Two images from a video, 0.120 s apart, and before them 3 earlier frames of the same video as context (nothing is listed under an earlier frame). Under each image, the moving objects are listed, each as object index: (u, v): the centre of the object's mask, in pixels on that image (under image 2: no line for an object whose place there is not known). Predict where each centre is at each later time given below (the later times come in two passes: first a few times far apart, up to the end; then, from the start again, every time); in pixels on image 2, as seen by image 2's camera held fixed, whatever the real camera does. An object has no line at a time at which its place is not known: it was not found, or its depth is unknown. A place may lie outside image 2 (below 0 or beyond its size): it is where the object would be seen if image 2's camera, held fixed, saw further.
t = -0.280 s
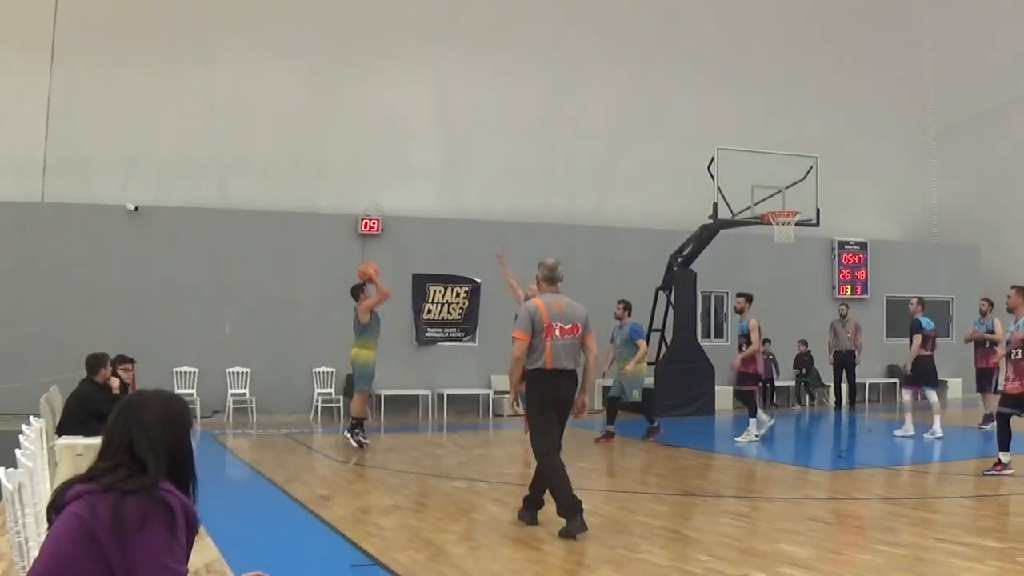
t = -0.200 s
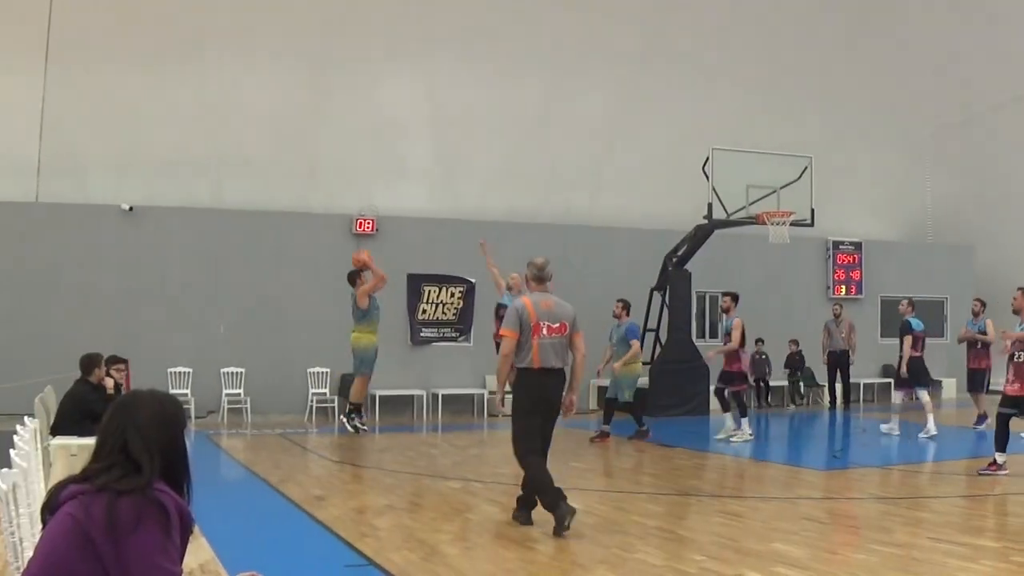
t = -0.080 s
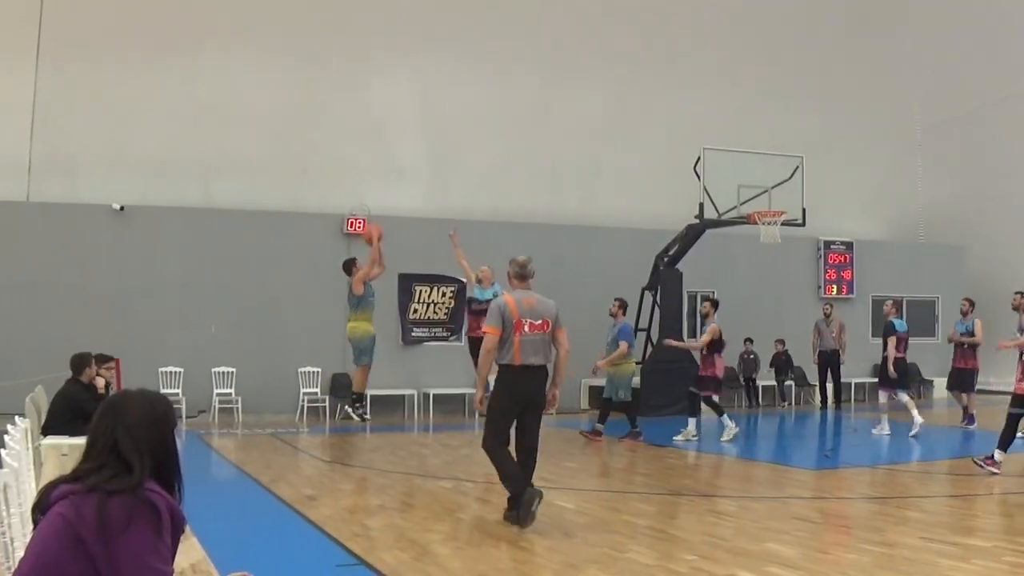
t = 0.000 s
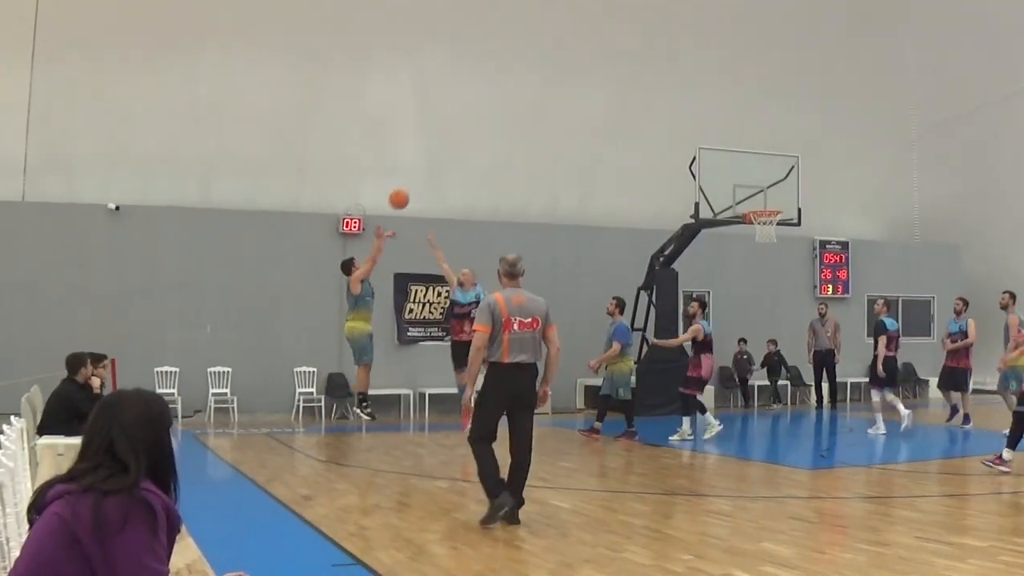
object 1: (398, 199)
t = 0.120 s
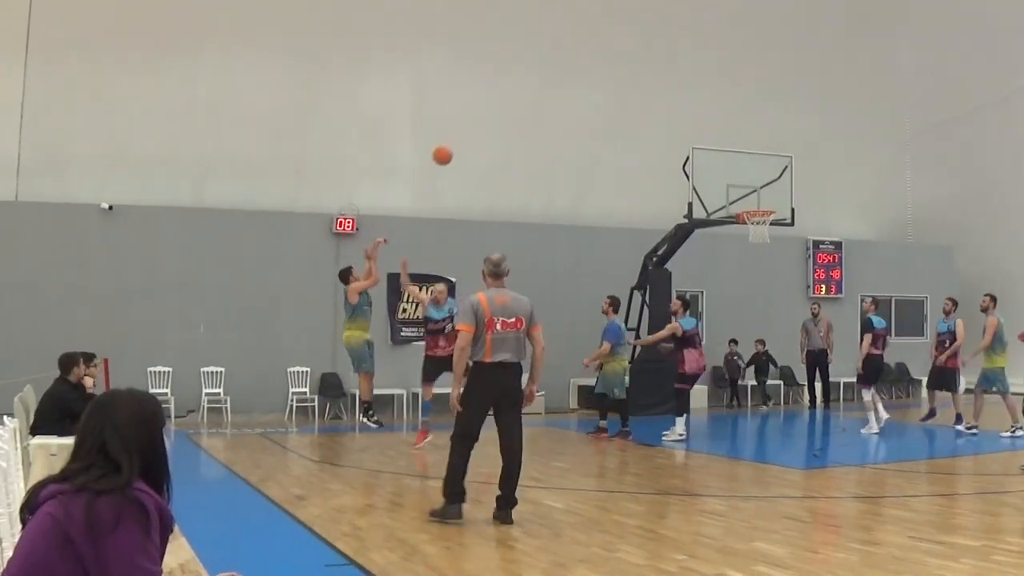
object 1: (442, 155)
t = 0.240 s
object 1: (489, 125)
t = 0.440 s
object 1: (560, 101)
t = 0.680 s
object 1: (638, 112)
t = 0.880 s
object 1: (699, 152)
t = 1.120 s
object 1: (763, 221)
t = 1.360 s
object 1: (783, 240)
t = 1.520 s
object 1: (796, 275)
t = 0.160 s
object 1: (458, 144)
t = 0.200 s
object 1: (473, 133)
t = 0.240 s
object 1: (489, 125)
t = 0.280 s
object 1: (504, 118)
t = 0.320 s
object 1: (519, 111)
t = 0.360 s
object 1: (533, 107)
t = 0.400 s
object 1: (546, 103)
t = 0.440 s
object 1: (560, 101)
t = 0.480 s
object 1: (574, 100)
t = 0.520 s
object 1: (587, 100)
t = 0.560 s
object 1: (600, 101)
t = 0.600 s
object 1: (612, 104)
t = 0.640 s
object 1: (625, 108)
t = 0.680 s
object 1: (638, 112)
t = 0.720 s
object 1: (650, 118)
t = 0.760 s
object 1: (662, 125)
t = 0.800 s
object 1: (674, 133)
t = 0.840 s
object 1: (686, 142)
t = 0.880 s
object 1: (699, 152)
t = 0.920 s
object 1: (710, 162)
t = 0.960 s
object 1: (722, 174)
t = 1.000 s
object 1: (733, 186)
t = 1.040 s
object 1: (745, 200)
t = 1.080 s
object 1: (753, 215)
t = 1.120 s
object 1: (763, 221)
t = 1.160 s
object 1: (766, 222)
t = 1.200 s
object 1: (770, 224)
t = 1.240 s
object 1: (773, 226)
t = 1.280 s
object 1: (776, 229)
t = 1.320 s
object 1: (779, 234)
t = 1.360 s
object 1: (783, 240)
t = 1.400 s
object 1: (786, 246)
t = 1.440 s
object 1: (789, 255)
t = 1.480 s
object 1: (792, 265)
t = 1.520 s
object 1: (796, 275)
